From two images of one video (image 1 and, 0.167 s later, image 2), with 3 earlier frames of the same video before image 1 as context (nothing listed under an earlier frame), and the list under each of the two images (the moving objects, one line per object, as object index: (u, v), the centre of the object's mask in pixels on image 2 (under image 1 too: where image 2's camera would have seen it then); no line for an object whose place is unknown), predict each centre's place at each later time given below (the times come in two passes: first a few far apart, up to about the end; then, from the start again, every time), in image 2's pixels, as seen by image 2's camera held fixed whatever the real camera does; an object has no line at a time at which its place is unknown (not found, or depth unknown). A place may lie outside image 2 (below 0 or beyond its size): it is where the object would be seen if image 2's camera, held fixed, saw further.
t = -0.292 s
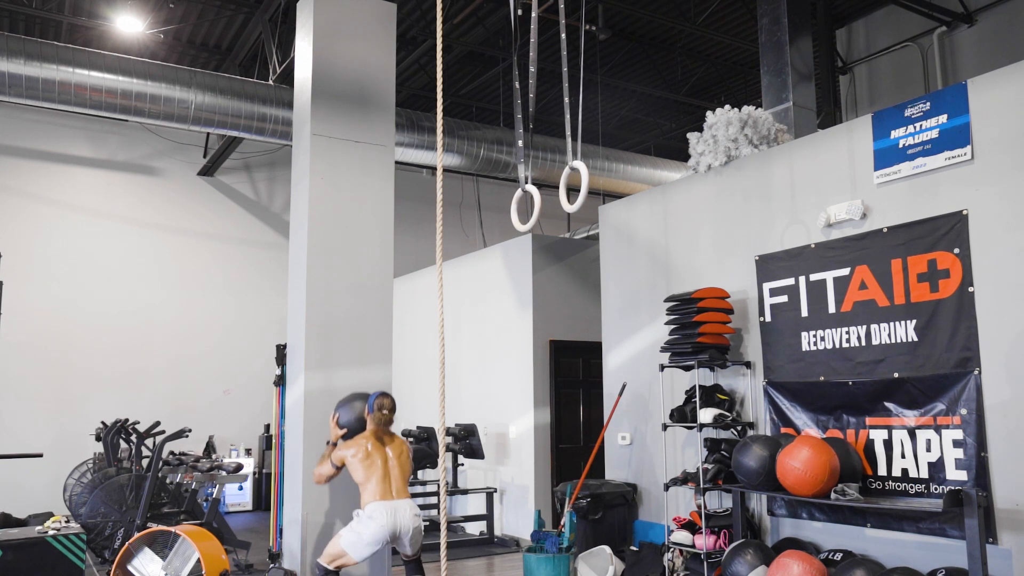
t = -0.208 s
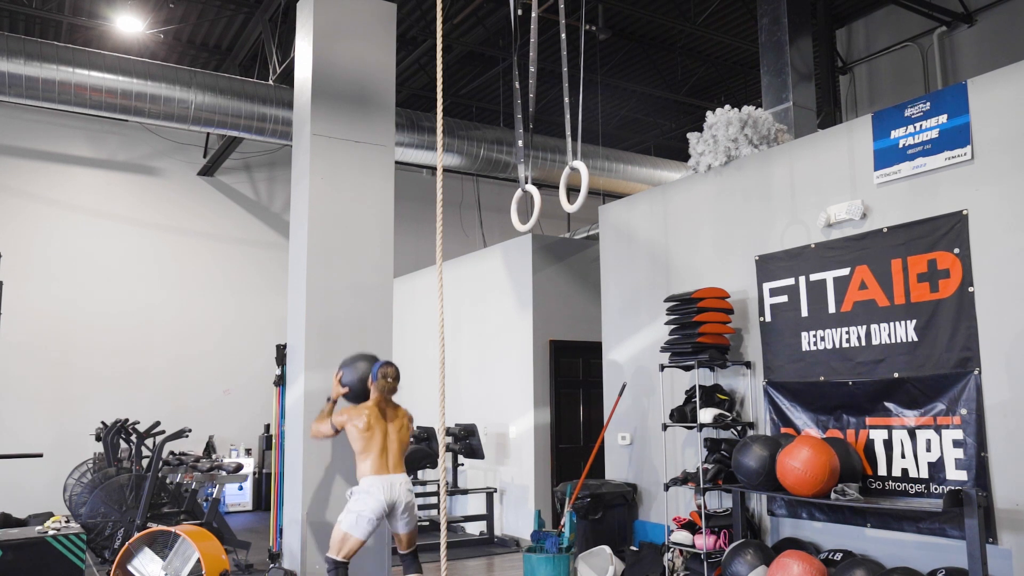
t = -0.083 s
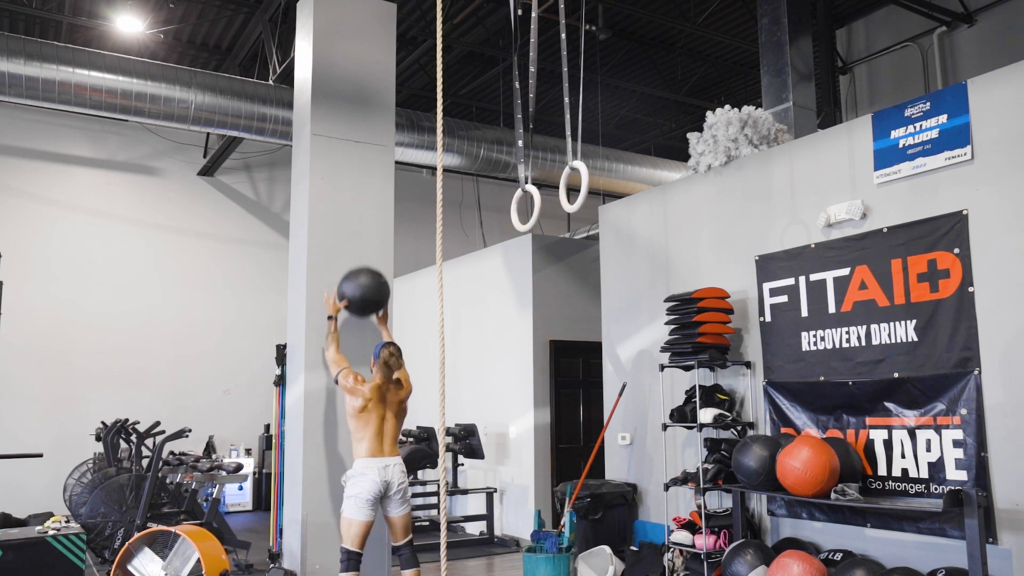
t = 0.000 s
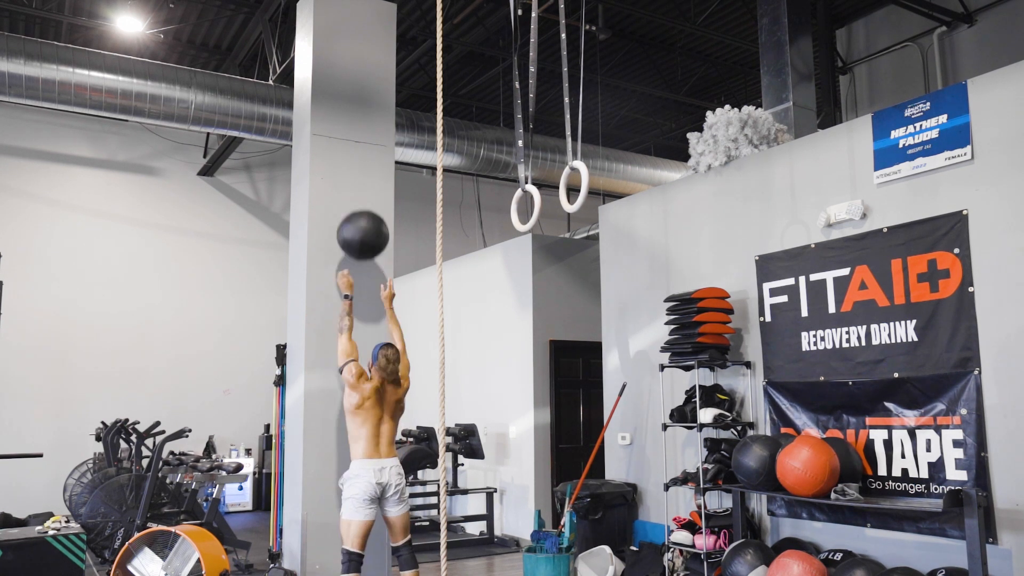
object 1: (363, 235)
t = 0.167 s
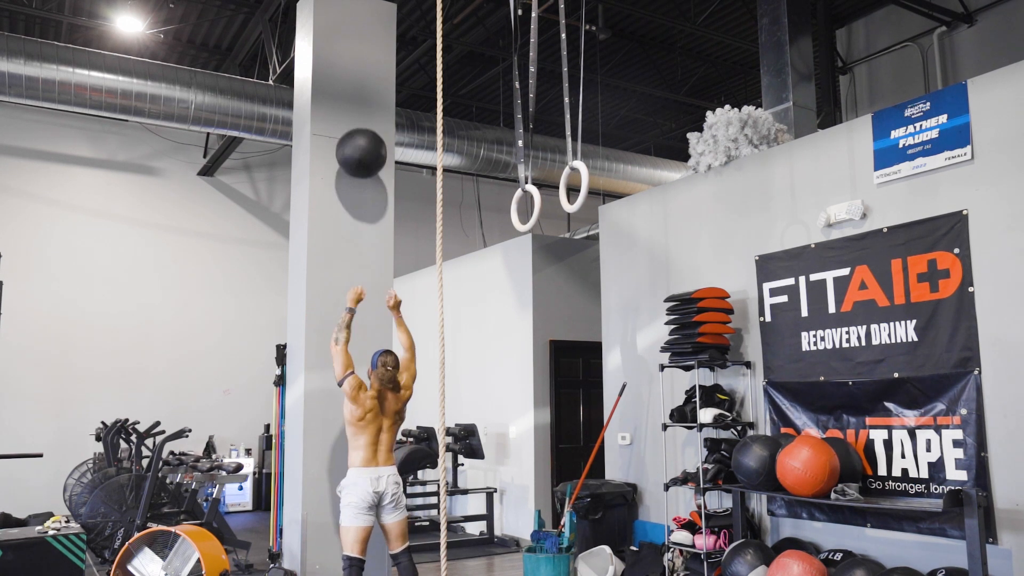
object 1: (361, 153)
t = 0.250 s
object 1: (360, 127)
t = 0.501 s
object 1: (358, 105)
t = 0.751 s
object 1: (360, 160)
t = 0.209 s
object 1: (361, 139)
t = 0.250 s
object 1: (360, 127)
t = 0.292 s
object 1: (360, 118)
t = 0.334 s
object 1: (359, 111)
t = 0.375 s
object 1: (358, 106)
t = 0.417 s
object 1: (358, 104)
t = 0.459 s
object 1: (357, 104)
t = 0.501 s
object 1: (358, 105)
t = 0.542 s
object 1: (358, 108)
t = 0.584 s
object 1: (359, 113)
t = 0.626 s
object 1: (359, 121)
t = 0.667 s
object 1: (360, 132)
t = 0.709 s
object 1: (360, 144)
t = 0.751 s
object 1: (360, 160)
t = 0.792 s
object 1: (360, 178)
